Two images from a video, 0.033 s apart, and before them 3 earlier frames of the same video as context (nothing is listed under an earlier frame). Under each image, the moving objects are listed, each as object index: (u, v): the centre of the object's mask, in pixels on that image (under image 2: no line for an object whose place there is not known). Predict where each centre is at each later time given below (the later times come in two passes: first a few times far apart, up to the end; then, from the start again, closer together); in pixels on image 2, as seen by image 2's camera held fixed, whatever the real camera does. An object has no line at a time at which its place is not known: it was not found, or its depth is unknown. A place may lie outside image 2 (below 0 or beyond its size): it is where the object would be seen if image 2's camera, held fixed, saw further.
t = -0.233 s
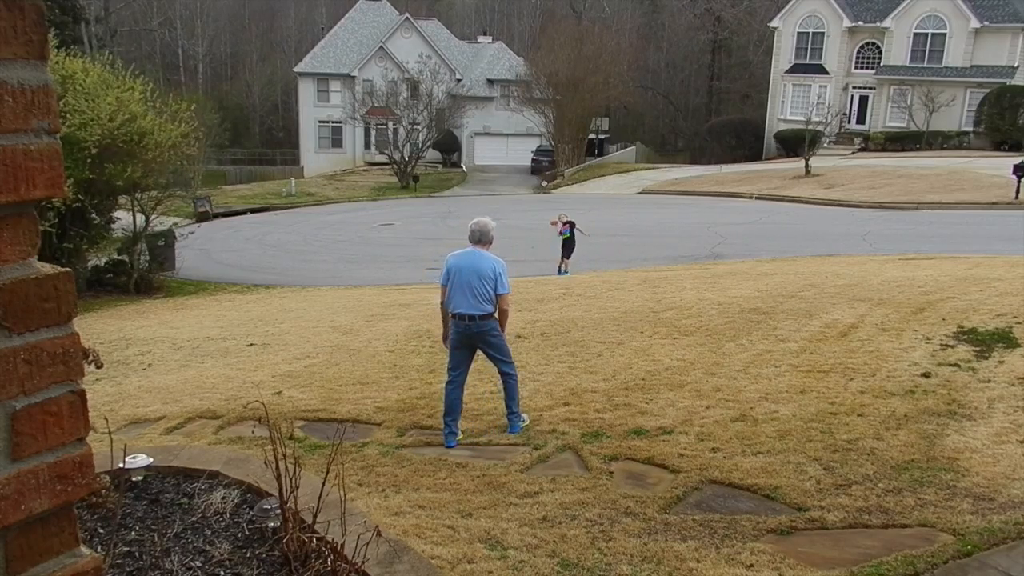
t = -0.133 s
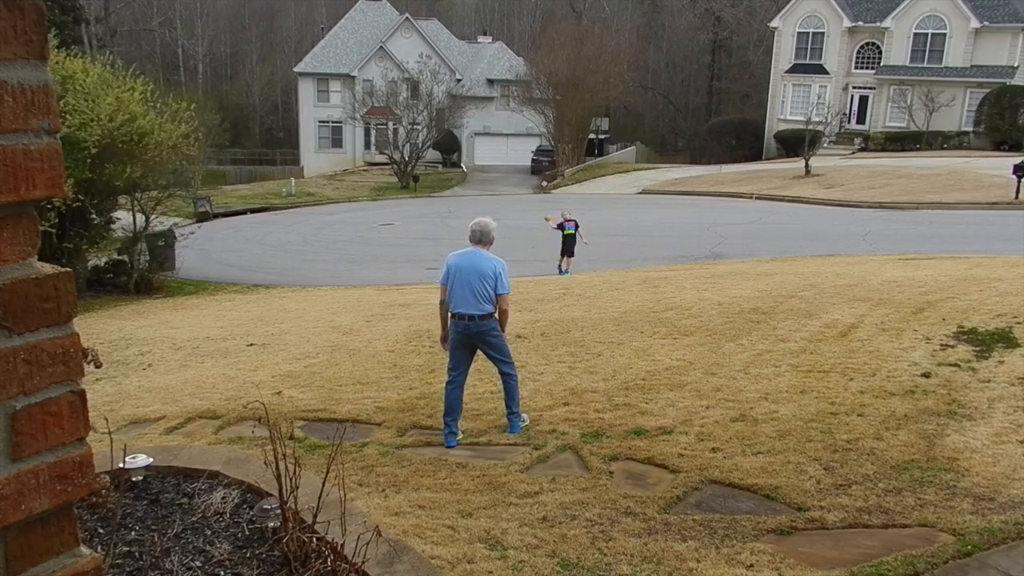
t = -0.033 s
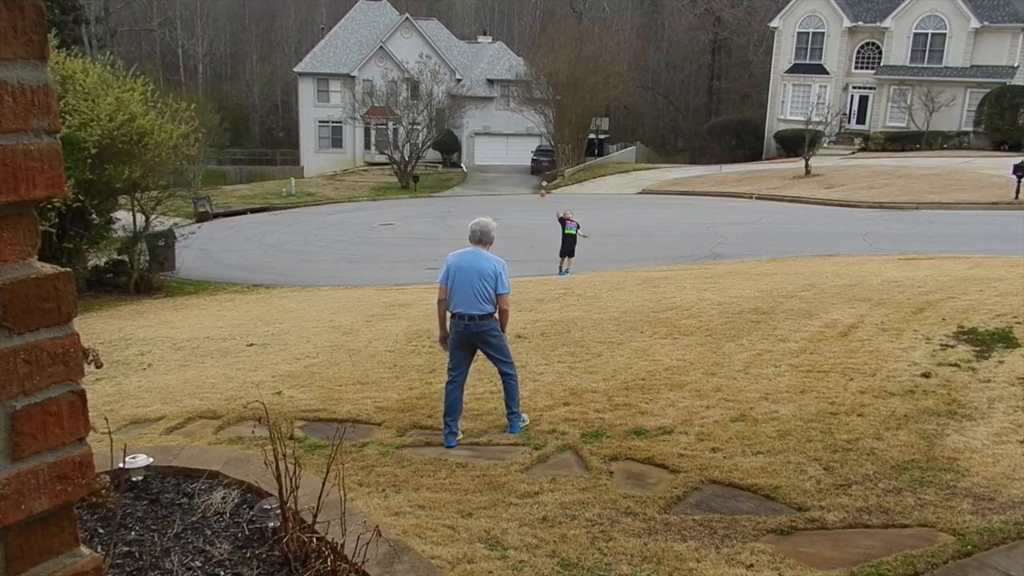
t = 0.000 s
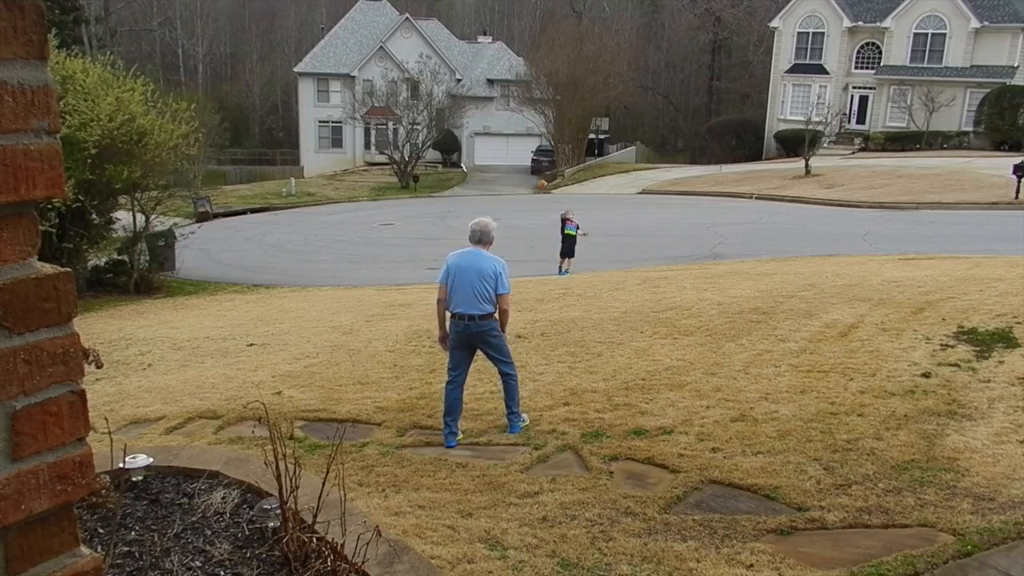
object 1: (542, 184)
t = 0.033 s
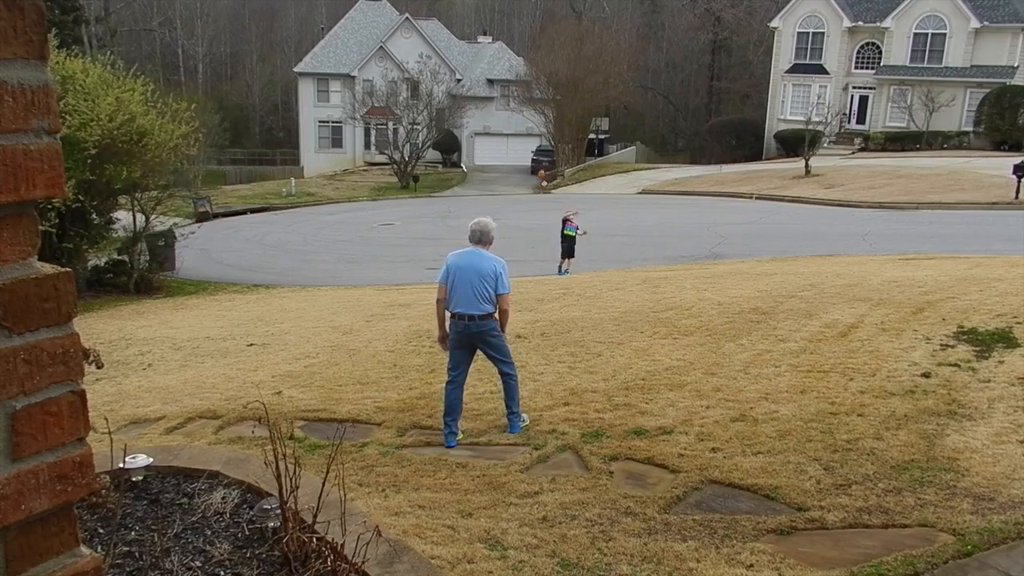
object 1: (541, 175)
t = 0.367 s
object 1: (532, 98)
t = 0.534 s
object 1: (527, 77)
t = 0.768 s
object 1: (519, 76)
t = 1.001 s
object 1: (512, 119)
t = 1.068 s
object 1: (510, 143)
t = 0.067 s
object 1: (540, 165)
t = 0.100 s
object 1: (540, 156)
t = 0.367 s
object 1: (532, 98)
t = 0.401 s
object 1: (531, 92)
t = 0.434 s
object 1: (530, 89)
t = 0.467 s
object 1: (529, 84)
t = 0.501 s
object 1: (528, 81)
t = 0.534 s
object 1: (527, 77)
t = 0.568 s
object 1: (524, 76)
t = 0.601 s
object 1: (523, 74)
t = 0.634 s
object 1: (523, 73)
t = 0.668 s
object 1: (522, 73)
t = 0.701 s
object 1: (522, 73)
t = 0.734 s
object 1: (521, 73)
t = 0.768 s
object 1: (519, 76)
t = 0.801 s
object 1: (518, 80)
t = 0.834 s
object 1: (517, 83)
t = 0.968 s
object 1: (513, 109)
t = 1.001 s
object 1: (512, 119)
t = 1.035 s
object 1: (511, 131)
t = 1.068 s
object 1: (510, 143)
